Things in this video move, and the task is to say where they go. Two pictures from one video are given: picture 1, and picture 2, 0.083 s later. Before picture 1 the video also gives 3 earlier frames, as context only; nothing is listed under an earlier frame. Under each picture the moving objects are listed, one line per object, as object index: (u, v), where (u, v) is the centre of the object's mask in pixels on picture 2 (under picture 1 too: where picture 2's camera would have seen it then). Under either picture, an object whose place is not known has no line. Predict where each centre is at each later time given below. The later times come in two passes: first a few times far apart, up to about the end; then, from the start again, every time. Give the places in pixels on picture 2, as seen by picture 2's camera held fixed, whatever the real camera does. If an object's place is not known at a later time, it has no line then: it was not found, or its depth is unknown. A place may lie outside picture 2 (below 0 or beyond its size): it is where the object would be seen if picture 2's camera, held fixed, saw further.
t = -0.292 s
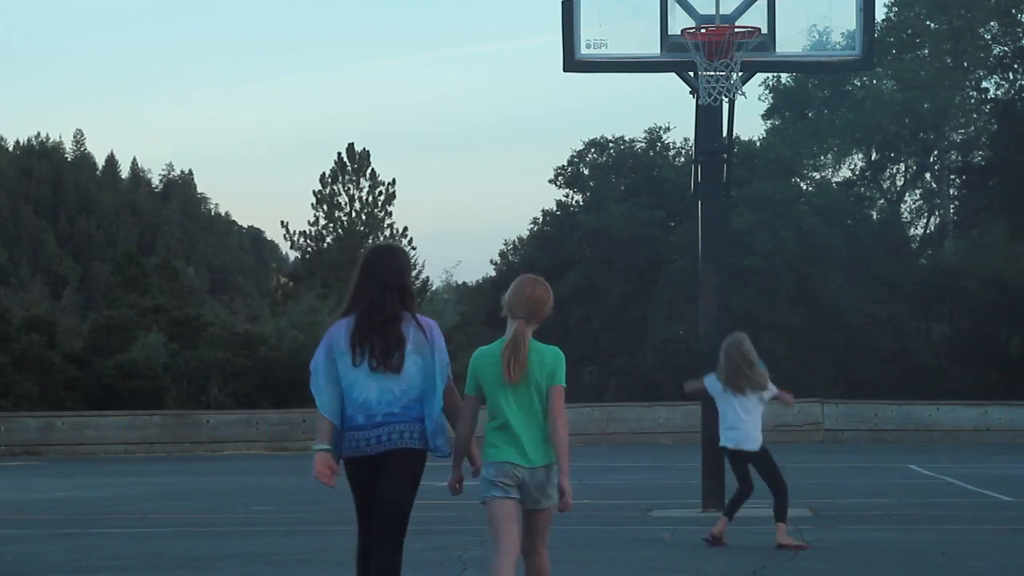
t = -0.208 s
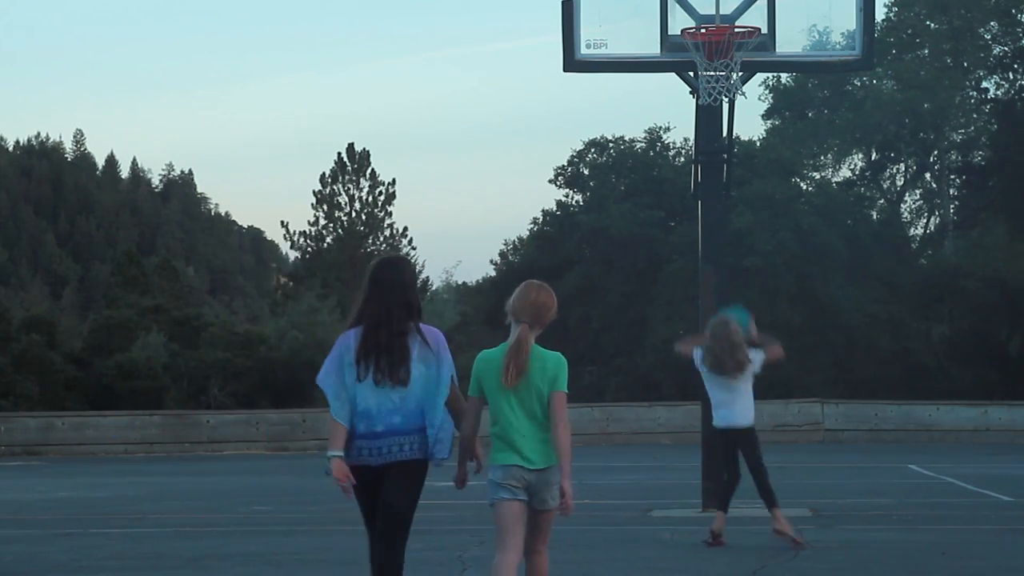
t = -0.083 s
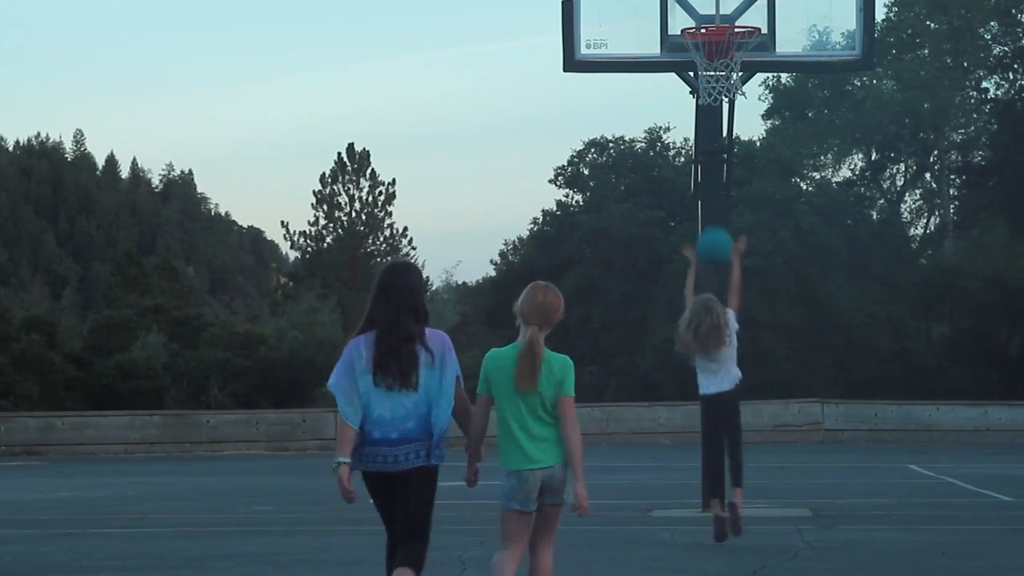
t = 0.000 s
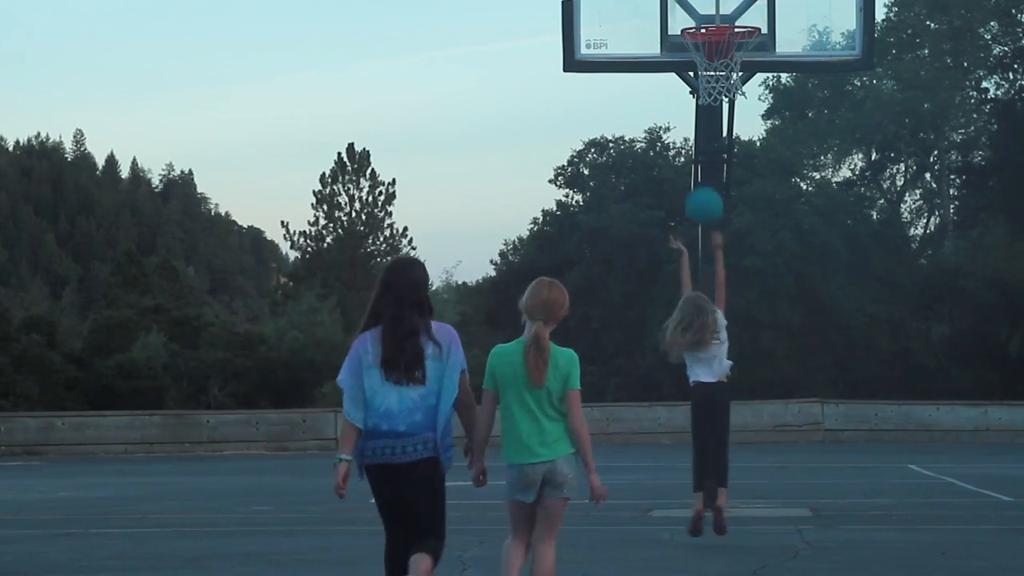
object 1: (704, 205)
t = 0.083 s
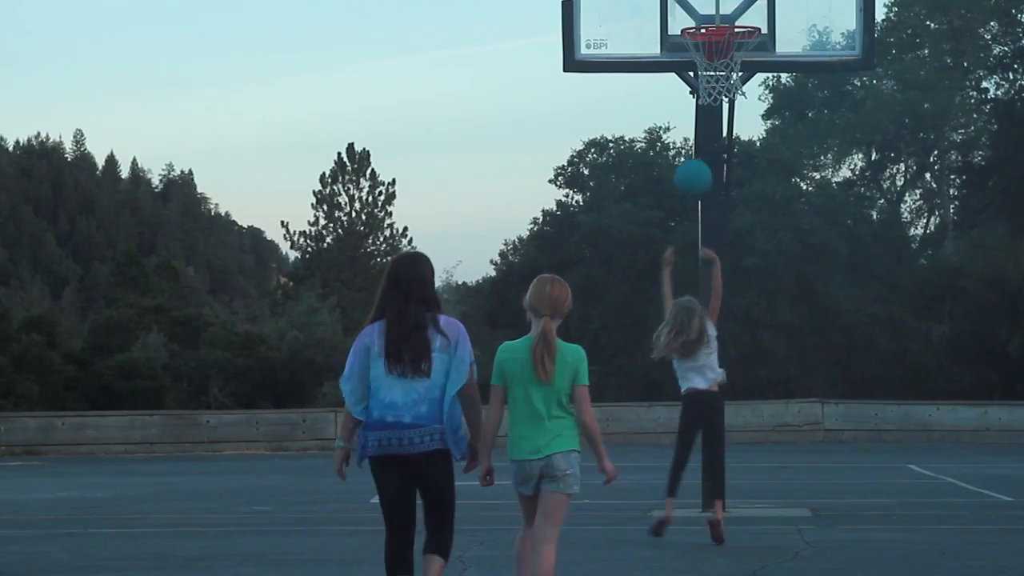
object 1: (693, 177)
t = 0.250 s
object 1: (671, 154)
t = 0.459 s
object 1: (644, 188)
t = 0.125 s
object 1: (687, 167)
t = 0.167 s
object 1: (682, 160)
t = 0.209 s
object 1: (676, 155)
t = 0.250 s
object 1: (671, 154)
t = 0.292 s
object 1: (665, 155)
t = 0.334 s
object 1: (660, 159)
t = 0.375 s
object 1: (654, 166)
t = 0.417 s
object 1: (649, 175)
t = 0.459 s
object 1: (644, 188)
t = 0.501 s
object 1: (639, 204)
